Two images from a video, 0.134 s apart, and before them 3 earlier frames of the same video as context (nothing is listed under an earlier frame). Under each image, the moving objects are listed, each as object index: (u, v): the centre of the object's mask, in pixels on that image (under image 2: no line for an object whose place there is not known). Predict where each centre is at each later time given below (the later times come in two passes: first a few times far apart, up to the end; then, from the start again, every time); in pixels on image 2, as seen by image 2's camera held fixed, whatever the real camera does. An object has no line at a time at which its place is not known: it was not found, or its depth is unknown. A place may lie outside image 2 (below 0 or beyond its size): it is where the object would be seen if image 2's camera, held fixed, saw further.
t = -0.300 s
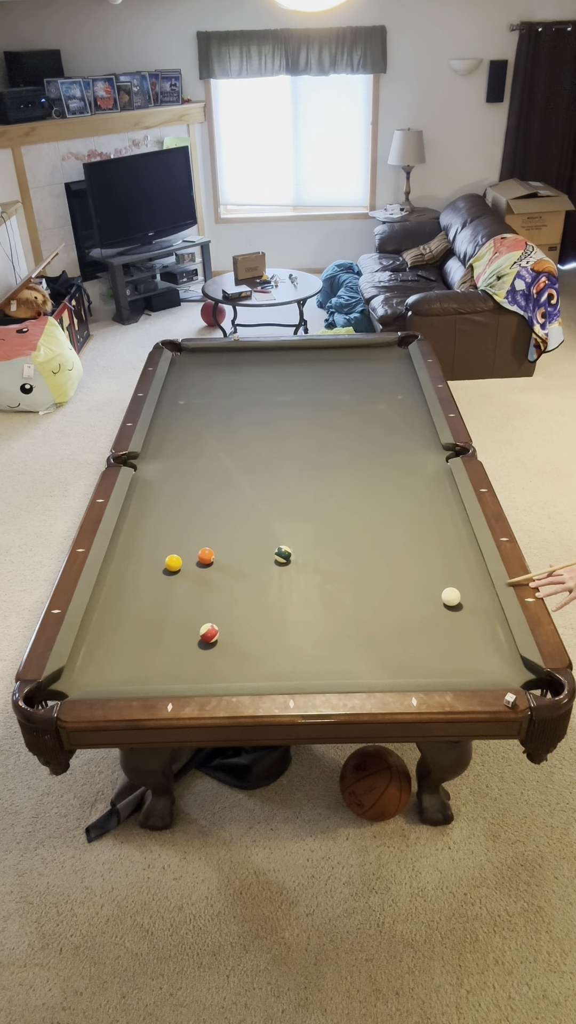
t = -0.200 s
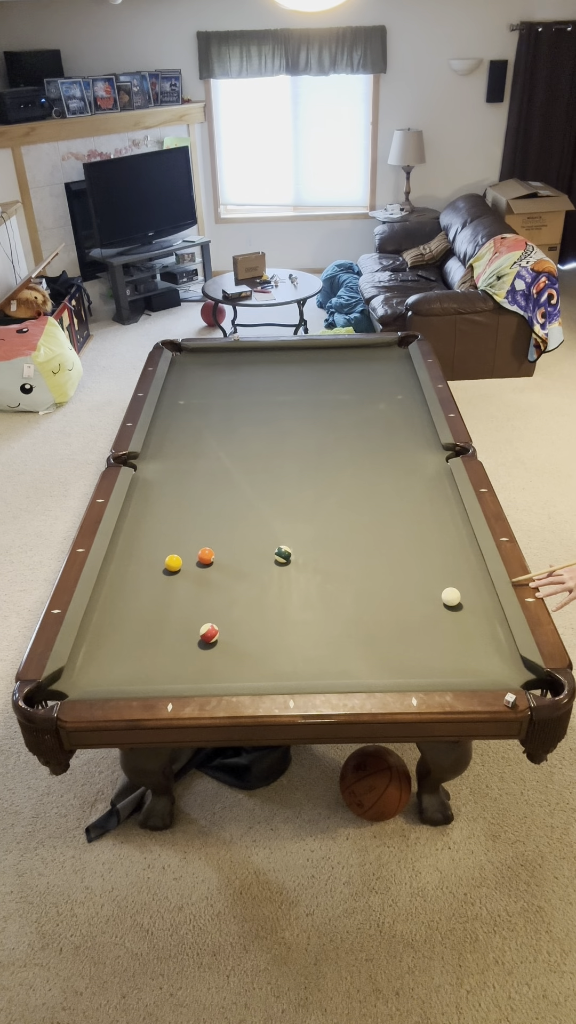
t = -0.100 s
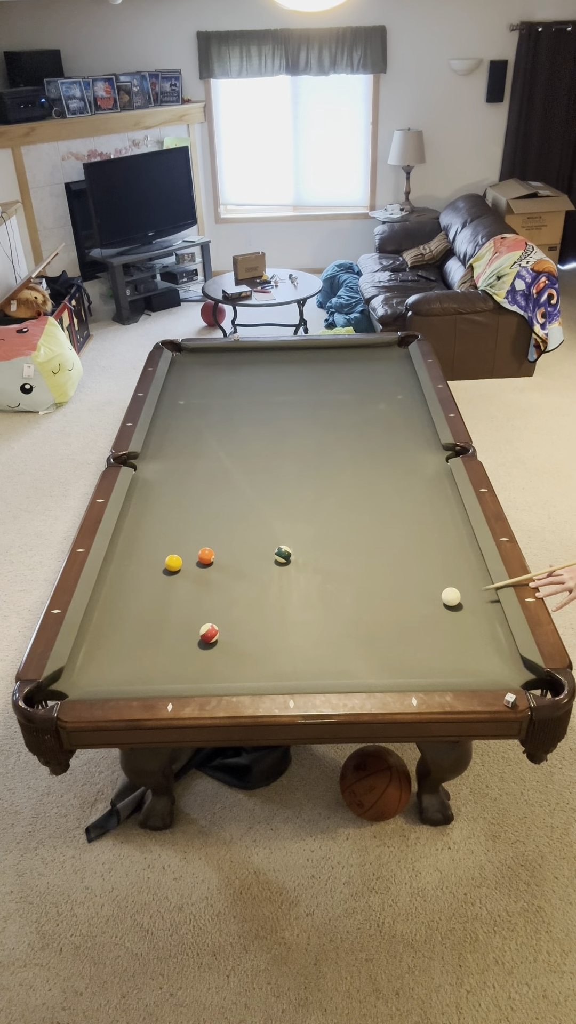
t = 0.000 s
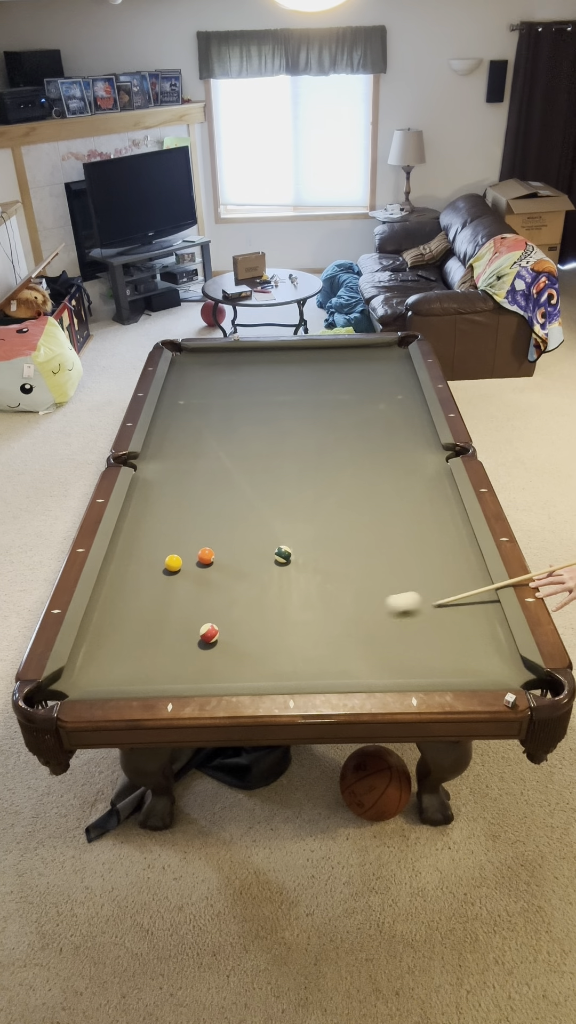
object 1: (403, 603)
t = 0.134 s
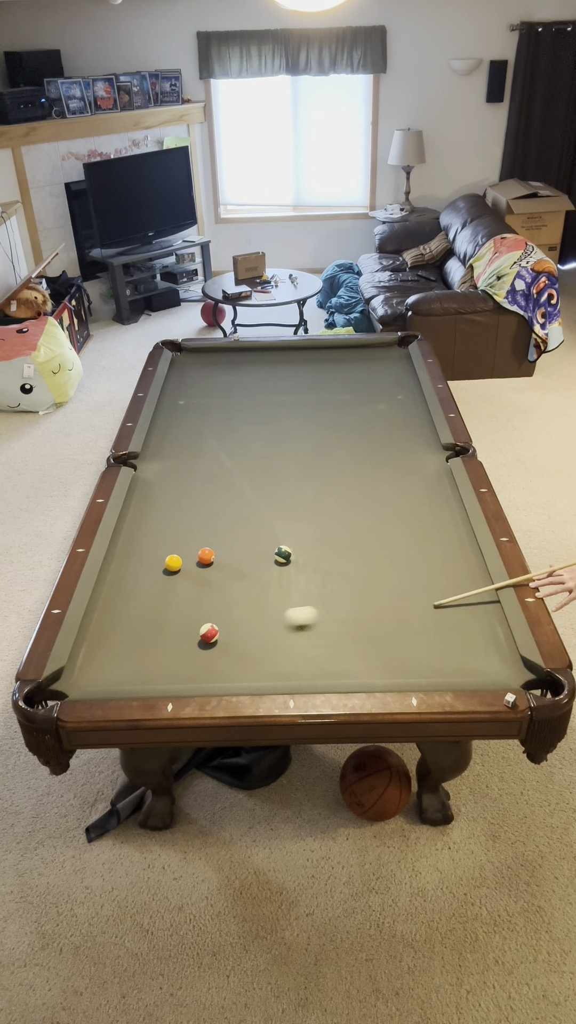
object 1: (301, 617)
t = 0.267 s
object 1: (225, 625)
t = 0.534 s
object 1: (203, 610)
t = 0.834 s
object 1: (180, 595)
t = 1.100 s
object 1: (163, 582)
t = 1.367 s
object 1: (147, 571)
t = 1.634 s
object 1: (132, 561)
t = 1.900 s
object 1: (119, 551)
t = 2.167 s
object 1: (123, 545)
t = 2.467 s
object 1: (133, 539)
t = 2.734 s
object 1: (140, 535)
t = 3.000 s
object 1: (145, 531)
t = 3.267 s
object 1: (149, 528)
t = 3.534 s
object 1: (152, 526)
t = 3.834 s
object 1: (153, 524)
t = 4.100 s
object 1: (153, 523)
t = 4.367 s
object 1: (152, 524)
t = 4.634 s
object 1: (152, 524)
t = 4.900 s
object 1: (152, 524)
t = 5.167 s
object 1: (152, 524)
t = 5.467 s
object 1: (152, 524)
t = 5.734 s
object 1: (152, 524)
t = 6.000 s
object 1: (152, 524)
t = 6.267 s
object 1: (152, 524)
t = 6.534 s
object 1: (152, 524)
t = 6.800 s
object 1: (152, 524)
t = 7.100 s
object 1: (152, 524)
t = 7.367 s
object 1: (152, 524)
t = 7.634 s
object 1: (152, 524)
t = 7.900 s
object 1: (152, 524)
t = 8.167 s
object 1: (152, 524)
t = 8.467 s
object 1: (152, 523)
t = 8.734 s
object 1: (152, 523)
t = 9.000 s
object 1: (152, 523)
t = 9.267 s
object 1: (152, 524)
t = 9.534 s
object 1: (152, 524)
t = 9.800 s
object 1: (152, 524)
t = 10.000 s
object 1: (152, 524)
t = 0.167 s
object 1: (277, 620)
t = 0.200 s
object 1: (254, 623)
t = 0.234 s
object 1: (233, 626)
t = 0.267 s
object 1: (225, 625)
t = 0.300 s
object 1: (222, 623)
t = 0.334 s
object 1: (219, 621)
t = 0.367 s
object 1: (216, 619)
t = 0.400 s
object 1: (214, 617)
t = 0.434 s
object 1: (211, 615)
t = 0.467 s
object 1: (208, 613)
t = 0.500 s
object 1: (205, 612)
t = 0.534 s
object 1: (203, 610)
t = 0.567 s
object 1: (200, 608)
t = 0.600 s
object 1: (197, 606)
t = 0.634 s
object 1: (195, 605)
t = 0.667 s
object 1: (192, 603)
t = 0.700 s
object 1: (190, 601)
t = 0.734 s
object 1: (187, 600)
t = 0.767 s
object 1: (185, 598)
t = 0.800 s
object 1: (183, 596)
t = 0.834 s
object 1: (180, 595)
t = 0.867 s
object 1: (178, 593)
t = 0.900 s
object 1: (176, 591)
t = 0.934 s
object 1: (173, 590)
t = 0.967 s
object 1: (171, 588)
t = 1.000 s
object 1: (169, 586)
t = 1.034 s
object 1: (167, 585)
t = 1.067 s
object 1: (165, 584)
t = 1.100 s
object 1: (163, 582)
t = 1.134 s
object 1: (160, 581)
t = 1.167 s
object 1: (158, 579)
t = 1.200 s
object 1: (157, 578)
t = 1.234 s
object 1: (154, 576)
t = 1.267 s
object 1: (152, 575)
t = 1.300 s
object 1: (150, 574)
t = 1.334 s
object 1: (148, 573)
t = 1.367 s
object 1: (147, 571)
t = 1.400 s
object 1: (145, 570)
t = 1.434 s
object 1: (143, 568)
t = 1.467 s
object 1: (141, 567)
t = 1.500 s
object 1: (139, 566)
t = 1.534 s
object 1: (137, 565)
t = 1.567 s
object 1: (136, 563)
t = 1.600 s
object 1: (134, 562)
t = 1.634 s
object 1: (132, 561)
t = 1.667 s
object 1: (130, 560)
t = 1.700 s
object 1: (129, 558)
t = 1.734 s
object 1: (127, 557)
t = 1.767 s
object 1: (125, 556)
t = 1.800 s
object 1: (124, 555)
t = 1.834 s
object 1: (122, 554)
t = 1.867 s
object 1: (120, 553)
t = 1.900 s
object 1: (119, 551)
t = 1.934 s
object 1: (117, 550)
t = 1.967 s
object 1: (116, 549)
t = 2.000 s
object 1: (116, 548)
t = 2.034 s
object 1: (117, 548)
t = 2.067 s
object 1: (119, 547)
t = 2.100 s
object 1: (120, 546)
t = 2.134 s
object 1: (121, 546)
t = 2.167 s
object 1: (123, 545)
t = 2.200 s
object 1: (124, 544)
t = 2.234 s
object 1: (125, 544)
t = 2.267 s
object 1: (126, 543)
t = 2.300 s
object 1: (127, 542)
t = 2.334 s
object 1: (128, 542)
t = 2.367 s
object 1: (130, 541)
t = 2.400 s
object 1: (131, 540)
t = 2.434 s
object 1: (132, 540)
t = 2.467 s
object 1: (133, 539)
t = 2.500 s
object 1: (134, 539)
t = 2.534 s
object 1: (135, 538)
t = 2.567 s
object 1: (136, 537)
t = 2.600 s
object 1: (136, 537)
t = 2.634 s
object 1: (137, 537)
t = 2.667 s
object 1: (138, 536)
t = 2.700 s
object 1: (139, 535)
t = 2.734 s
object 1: (140, 535)
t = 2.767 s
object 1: (140, 534)
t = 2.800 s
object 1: (141, 534)
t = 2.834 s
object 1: (142, 533)
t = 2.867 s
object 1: (142, 533)
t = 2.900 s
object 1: (143, 532)
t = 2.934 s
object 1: (144, 532)
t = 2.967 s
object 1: (144, 532)
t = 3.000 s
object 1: (145, 531)
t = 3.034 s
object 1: (145, 531)
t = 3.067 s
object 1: (146, 530)
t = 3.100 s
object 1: (146, 530)
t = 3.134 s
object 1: (147, 529)
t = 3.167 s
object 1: (147, 529)
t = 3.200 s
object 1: (148, 529)
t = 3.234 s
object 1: (148, 528)
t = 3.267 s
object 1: (149, 528)
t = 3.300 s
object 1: (149, 528)
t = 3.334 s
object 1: (150, 527)
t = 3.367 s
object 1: (150, 527)
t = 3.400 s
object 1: (150, 527)
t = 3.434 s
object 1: (151, 526)
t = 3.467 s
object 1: (151, 526)
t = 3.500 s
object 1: (151, 526)
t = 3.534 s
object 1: (152, 526)
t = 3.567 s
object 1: (152, 525)
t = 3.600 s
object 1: (152, 525)
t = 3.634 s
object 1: (152, 525)
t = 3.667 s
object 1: (152, 524)
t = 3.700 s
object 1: (153, 524)
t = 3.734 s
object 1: (153, 524)
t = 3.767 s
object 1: (153, 524)
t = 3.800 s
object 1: (153, 524)
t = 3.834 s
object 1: (153, 524)
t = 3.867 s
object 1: (153, 523)
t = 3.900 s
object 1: (153, 523)
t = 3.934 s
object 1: (153, 523)
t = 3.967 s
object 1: (153, 523)
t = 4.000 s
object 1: (153, 523)
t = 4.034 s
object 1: (153, 523)
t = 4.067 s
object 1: (153, 523)
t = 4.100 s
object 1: (153, 523)
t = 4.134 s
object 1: (153, 524)
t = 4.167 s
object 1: (152, 524)
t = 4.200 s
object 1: (152, 524)
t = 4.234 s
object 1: (152, 524)
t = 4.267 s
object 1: (152, 524)
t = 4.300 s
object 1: (152, 524)
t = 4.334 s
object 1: (152, 524)
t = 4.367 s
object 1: (152, 524)
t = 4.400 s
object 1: (152, 524)
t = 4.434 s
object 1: (152, 524)
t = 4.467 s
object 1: (152, 524)
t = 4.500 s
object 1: (152, 524)
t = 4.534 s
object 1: (152, 523)
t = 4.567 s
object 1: (152, 524)
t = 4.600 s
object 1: (152, 524)
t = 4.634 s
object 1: (152, 524)
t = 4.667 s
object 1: (152, 524)
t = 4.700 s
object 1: (152, 524)
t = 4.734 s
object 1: (152, 524)
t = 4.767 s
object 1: (152, 524)
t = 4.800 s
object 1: (152, 524)
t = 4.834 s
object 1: (152, 524)
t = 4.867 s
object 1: (152, 524)
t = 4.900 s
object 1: (152, 524)
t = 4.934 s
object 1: (152, 524)
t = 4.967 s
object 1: (152, 524)
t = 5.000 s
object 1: (152, 524)
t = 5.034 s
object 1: (152, 524)
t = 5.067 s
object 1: (152, 524)
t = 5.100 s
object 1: (152, 524)
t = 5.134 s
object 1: (152, 524)
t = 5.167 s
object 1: (152, 524)
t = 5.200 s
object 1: (152, 524)
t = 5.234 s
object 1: (152, 524)
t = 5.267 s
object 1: (152, 524)
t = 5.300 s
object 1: (152, 524)
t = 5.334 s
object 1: (152, 524)
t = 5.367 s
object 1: (152, 524)
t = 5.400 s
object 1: (152, 524)
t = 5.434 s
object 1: (152, 524)
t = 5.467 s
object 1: (152, 524)
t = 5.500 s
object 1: (152, 524)
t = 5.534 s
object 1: (152, 524)
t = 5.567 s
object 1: (152, 524)
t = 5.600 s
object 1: (152, 524)
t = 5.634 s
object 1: (152, 524)
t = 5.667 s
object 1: (152, 524)
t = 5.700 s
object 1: (152, 524)
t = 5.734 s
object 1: (152, 524)
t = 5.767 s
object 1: (152, 524)
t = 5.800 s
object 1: (152, 524)
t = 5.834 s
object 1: (152, 524)
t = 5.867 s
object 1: (152, 524)
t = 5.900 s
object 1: (152, 524)
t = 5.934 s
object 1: (152, 524)
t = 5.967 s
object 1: (152, 524)
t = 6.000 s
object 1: (152, 524)
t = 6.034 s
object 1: (152, 524)
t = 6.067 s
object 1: (152, 524)
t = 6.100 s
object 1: (152, 524)
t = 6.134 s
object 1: (152, 524)
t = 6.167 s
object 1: (152, 524)
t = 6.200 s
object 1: (152, 524)
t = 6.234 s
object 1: (152, 524)
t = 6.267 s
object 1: (152, 524)
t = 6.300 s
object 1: (152, 524)
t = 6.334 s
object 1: (152, 524)
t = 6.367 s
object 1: (152, 524)
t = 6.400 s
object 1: (152, 524)
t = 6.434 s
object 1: (152, 524)
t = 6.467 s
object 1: (152, 524)
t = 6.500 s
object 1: (152, 524)
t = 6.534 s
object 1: (152, 524)
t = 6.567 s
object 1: (152, 524)
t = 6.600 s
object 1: (152, 524)
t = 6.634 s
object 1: (152, 524)
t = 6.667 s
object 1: (152, 524)
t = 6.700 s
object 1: (152, 524)
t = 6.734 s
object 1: (152, 524)
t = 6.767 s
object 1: (152, 524)
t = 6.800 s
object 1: (152, 524)
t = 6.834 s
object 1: (152, 524)
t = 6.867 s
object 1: (152, 524)
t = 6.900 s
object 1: (152, 524)
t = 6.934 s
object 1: (152, 524)
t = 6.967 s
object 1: (152, 524)
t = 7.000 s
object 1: (152, 524)
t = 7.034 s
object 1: (152, 524)
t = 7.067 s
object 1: (152, 524)
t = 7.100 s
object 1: (152, 524)
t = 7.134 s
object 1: (152, 524)
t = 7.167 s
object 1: (152, 524)
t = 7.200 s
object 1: (152, 524)
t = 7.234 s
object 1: (152, 524)
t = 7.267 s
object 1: (152, 524)
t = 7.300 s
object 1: (152, 524)
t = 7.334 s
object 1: (152, 524)
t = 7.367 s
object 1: (152, 524)
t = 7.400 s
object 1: (152, 524)
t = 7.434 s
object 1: (152, 524)
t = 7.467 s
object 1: (152, 524)
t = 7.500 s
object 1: (152, 524)
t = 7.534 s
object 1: (152, 524)
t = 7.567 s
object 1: (152, 524)
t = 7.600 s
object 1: (152, 524)
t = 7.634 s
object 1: (152, 524)
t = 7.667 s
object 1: (152, 524)
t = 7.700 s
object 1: (152, 524)
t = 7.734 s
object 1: (152, 524)
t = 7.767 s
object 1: (152, 524)
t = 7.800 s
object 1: (152, 524)
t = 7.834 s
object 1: (152, 524)
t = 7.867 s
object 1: (152, 524)
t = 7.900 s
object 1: (152, 524)
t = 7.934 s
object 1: (152, 524)
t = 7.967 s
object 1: (152, 524)
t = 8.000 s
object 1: (152, 524)
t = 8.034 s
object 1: (152, 524)
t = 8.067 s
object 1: (152, 524)
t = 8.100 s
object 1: (152, 524)
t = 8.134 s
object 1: (152, 524)
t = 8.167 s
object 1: (152, 524)
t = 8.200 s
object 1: (152, 524)
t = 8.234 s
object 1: (152, 524)
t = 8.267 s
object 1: (152, 524)
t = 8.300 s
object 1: (152, 524)
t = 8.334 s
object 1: (152, 524)
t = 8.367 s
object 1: (152, 524)
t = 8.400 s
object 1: (152, 524)
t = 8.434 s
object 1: (152, 524)
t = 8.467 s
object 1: (152, 523)
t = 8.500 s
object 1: (152, 523)
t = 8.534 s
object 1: (152, 524)
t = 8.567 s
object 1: (152, 524)
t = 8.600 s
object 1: (152, 524)
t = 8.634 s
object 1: (152, 523)
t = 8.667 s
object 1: (152, 523)
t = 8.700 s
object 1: (152, 524)
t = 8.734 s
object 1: (152, 523)
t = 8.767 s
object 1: (152, 523)
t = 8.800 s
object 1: (152, 524)
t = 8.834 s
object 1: (152, 523)
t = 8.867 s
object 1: (152, 524)
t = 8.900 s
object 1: (152, 524)
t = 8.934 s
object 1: (152, 524)
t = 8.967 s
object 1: (152, 524)
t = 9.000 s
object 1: (152, 523)
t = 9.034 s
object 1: (152, 524)
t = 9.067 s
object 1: (152, 524)
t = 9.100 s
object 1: (152, 524)
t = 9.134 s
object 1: (152, 524)
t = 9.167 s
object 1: (152, 524)
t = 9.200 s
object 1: (152, 524)
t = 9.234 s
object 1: (152, 524)
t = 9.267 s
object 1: (152, 524)
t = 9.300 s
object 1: (152, 524)
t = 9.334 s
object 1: (152, 524)
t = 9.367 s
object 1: (152, 524)
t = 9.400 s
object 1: (152, 524)
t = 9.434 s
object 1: (152, 524)
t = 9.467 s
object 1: (152, 524)
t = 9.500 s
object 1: (152, 524)
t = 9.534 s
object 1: (152, 524)
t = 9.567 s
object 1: (152, 524)
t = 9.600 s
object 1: (152, 524)
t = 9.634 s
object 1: (152, 524)
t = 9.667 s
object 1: (152, 524)
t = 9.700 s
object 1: (152, 524)
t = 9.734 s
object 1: (152, 524)
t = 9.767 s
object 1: (152, 524)
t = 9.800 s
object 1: (152, 524)
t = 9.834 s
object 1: (152, 524)
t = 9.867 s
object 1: (152, 524)
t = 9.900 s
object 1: (152, 524)
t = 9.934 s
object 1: (152, 524)
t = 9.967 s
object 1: (152, 524)
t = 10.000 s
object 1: (152, 524)
